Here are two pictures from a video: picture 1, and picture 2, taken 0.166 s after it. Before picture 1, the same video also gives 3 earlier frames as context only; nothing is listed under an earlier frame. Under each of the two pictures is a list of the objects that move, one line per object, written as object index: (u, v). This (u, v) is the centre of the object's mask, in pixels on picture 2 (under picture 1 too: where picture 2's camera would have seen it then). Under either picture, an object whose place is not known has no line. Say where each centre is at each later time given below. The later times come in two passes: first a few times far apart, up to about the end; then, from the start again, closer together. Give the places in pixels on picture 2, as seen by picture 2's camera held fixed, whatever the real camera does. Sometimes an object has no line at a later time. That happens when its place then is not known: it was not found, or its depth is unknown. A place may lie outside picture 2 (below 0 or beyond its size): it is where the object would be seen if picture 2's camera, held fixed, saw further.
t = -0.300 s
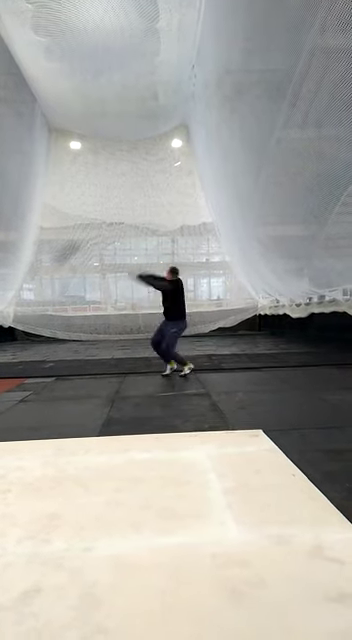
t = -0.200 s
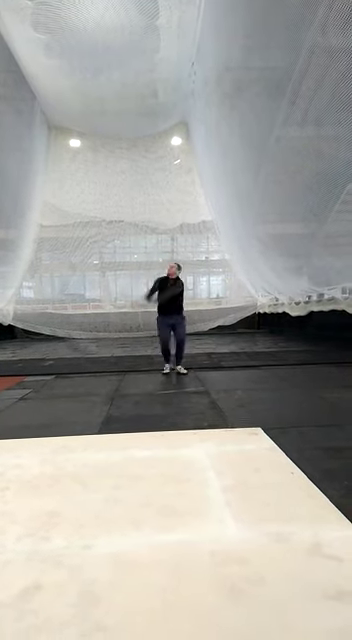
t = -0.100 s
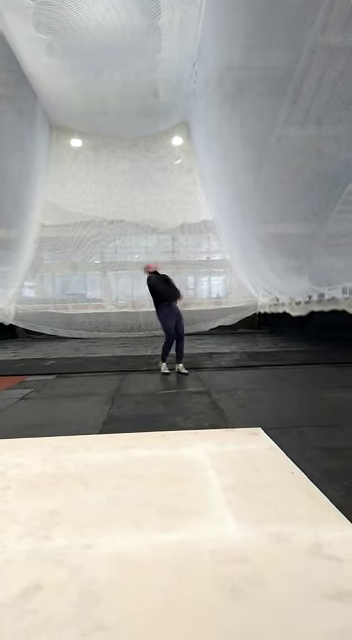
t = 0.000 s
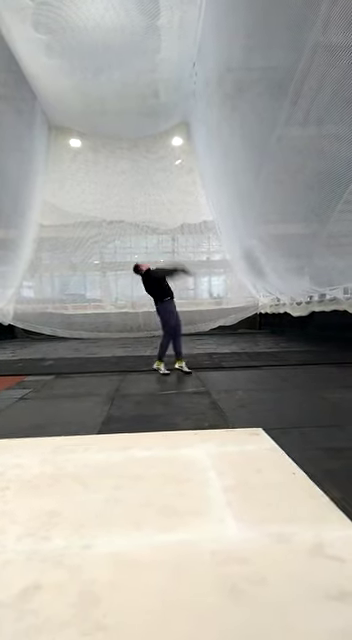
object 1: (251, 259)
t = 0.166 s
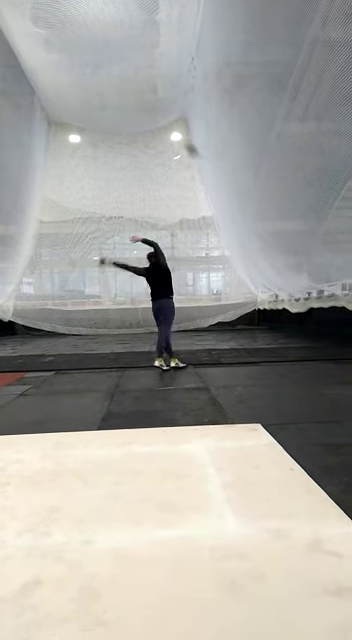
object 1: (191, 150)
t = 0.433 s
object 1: (153, 84)
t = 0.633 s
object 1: (154, 78)
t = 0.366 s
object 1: (158, 93)
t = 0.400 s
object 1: (154, 88)
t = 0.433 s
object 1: (153, 84)
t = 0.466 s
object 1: (153, 81)
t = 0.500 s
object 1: (152, 79)
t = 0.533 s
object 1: (152, 78)
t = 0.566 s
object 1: (153, 77)
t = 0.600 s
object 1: (154, 77)
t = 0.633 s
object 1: (154, 78)
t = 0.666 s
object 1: (154, 78)
